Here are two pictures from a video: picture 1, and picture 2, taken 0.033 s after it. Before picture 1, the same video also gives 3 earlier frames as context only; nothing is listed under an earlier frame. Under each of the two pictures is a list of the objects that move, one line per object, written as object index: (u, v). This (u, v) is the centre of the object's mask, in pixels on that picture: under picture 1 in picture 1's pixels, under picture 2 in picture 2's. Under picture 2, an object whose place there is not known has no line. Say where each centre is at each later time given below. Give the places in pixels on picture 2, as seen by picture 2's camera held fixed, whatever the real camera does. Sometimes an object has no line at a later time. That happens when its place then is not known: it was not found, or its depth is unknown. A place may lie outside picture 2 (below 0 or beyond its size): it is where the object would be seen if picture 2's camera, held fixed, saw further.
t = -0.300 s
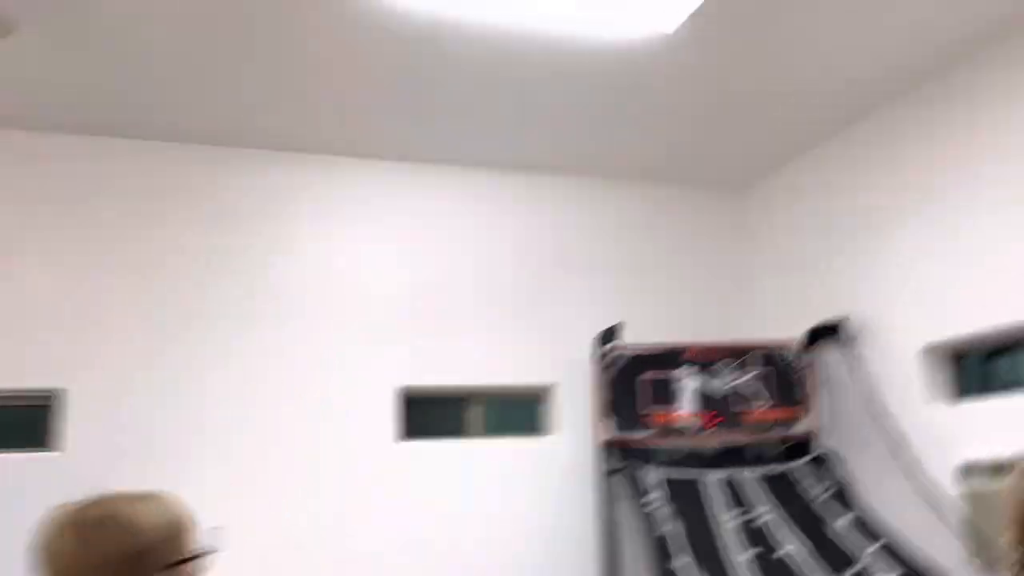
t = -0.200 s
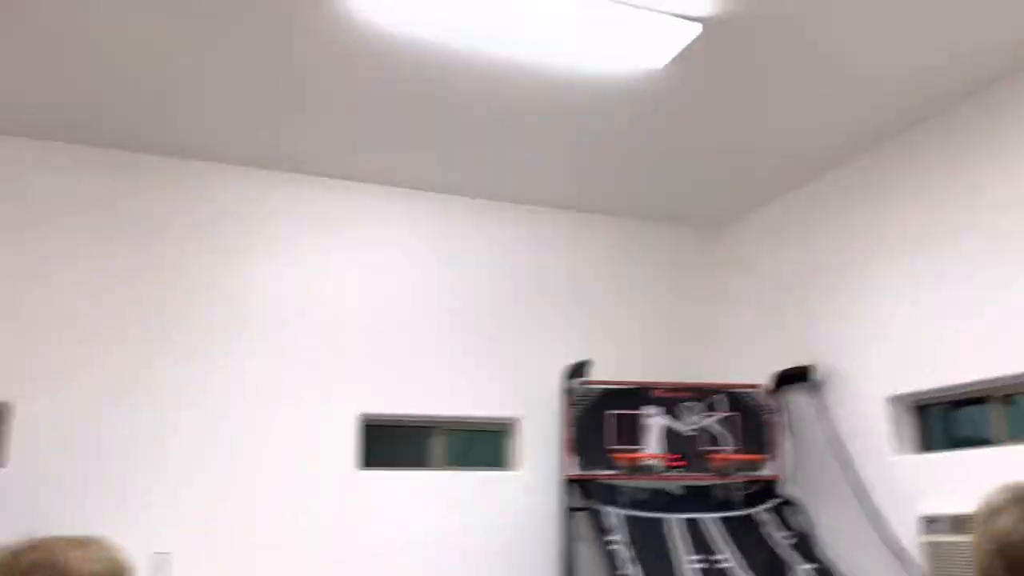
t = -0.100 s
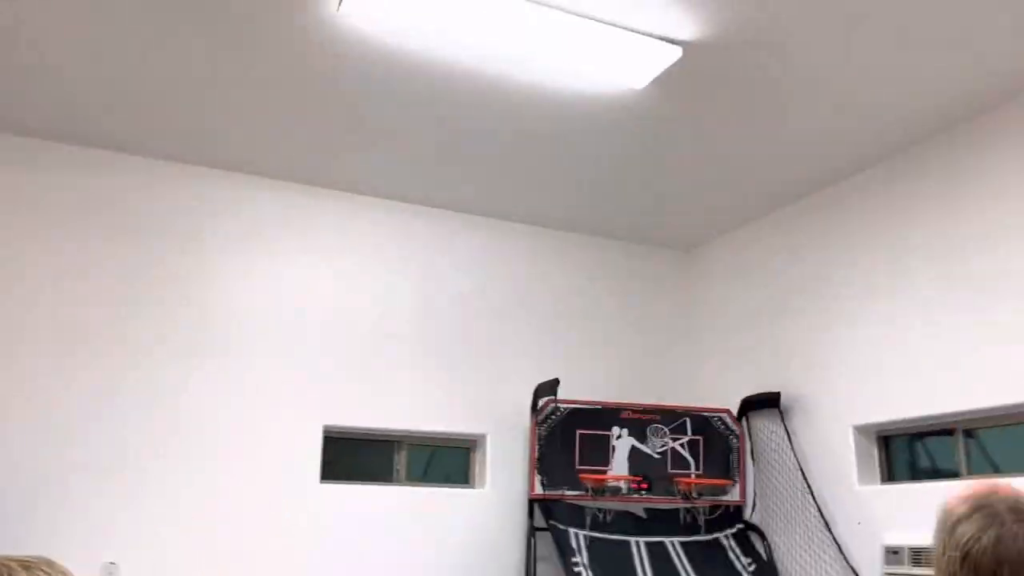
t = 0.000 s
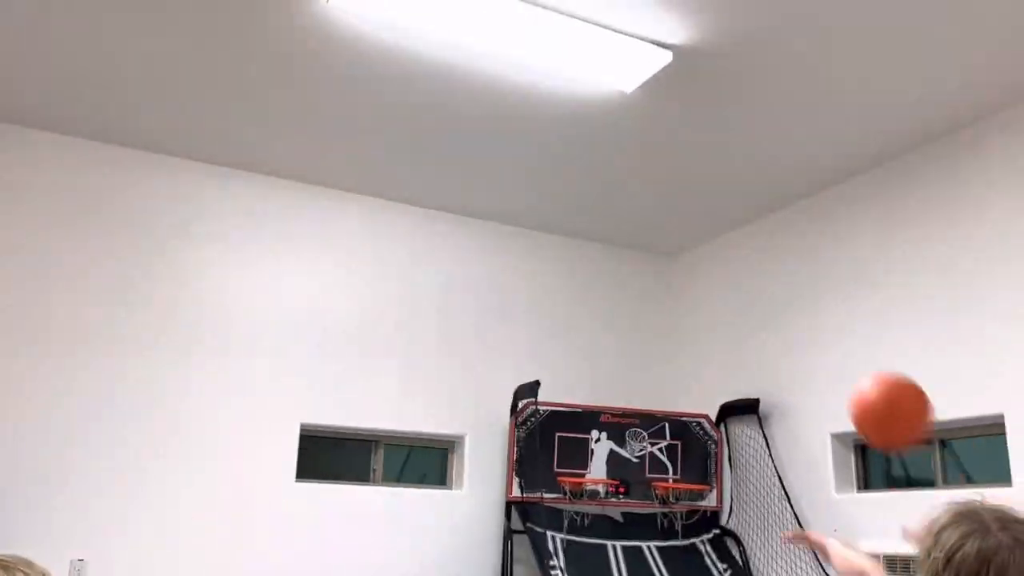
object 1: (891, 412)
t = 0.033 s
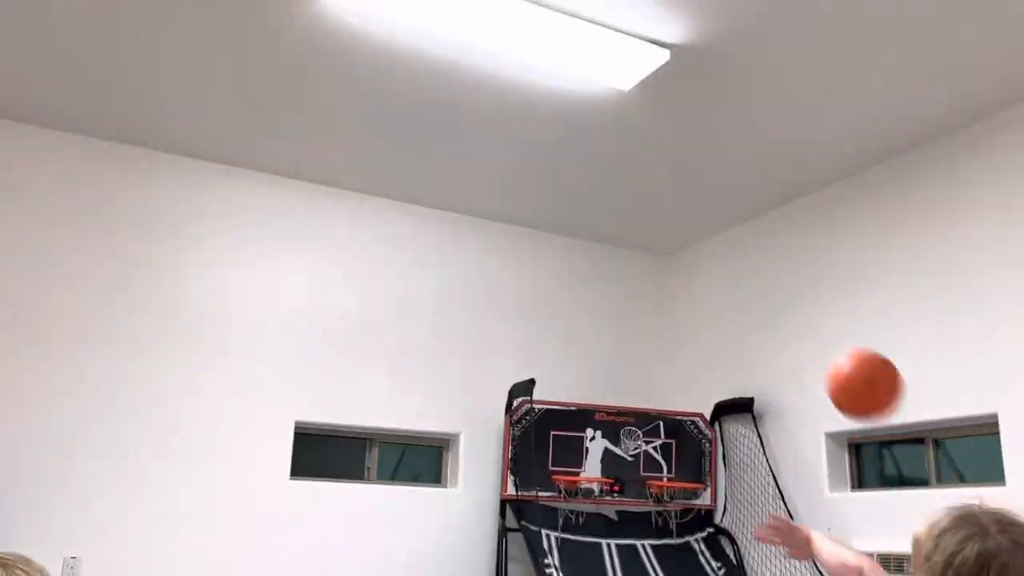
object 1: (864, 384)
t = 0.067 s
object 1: (845, 366)
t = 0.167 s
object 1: (800, 342)
